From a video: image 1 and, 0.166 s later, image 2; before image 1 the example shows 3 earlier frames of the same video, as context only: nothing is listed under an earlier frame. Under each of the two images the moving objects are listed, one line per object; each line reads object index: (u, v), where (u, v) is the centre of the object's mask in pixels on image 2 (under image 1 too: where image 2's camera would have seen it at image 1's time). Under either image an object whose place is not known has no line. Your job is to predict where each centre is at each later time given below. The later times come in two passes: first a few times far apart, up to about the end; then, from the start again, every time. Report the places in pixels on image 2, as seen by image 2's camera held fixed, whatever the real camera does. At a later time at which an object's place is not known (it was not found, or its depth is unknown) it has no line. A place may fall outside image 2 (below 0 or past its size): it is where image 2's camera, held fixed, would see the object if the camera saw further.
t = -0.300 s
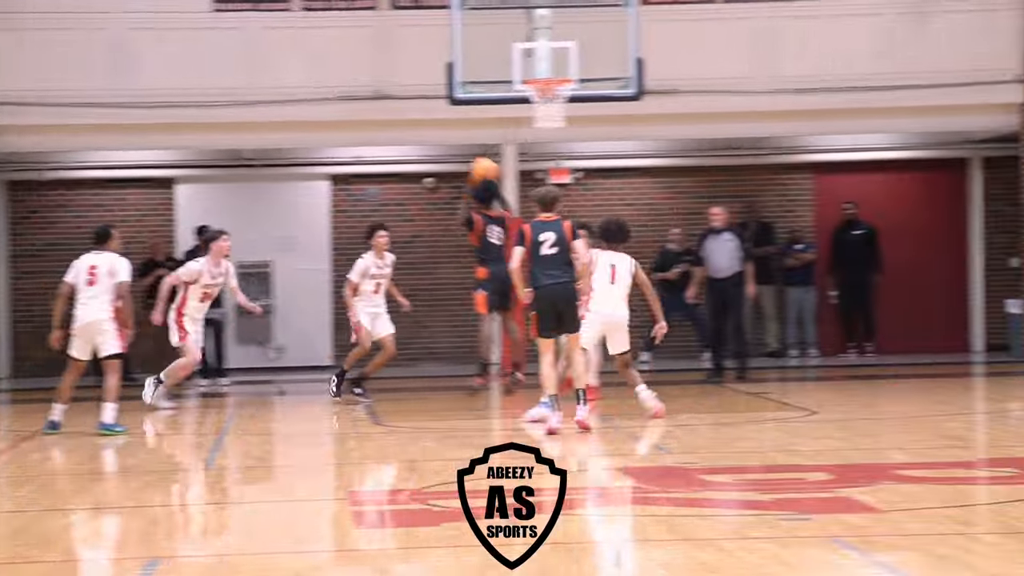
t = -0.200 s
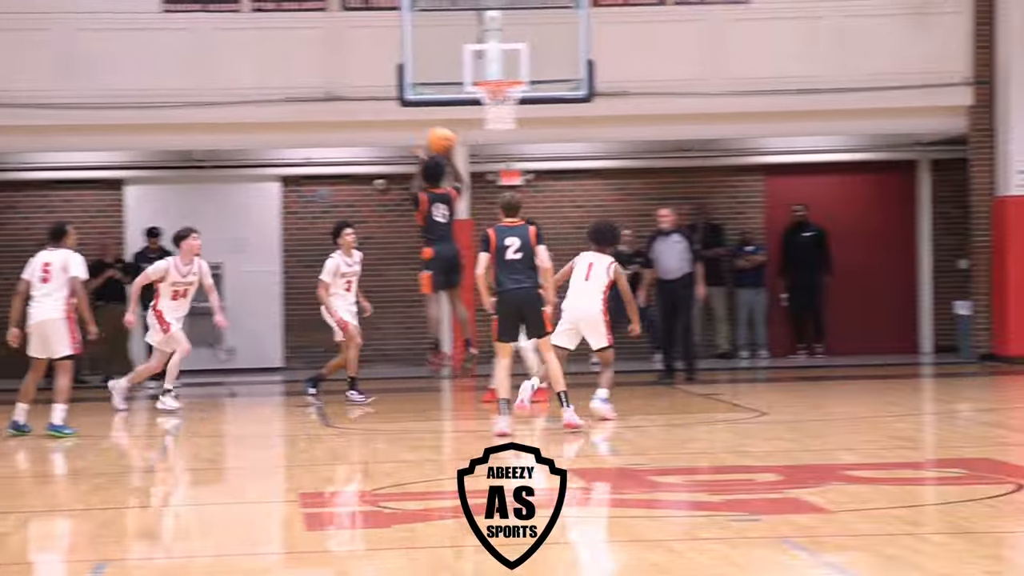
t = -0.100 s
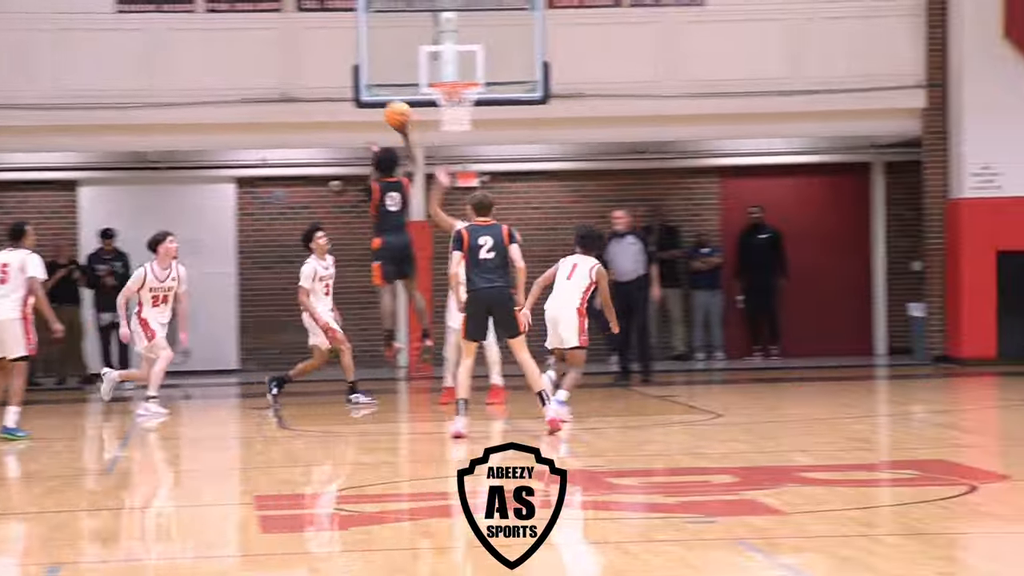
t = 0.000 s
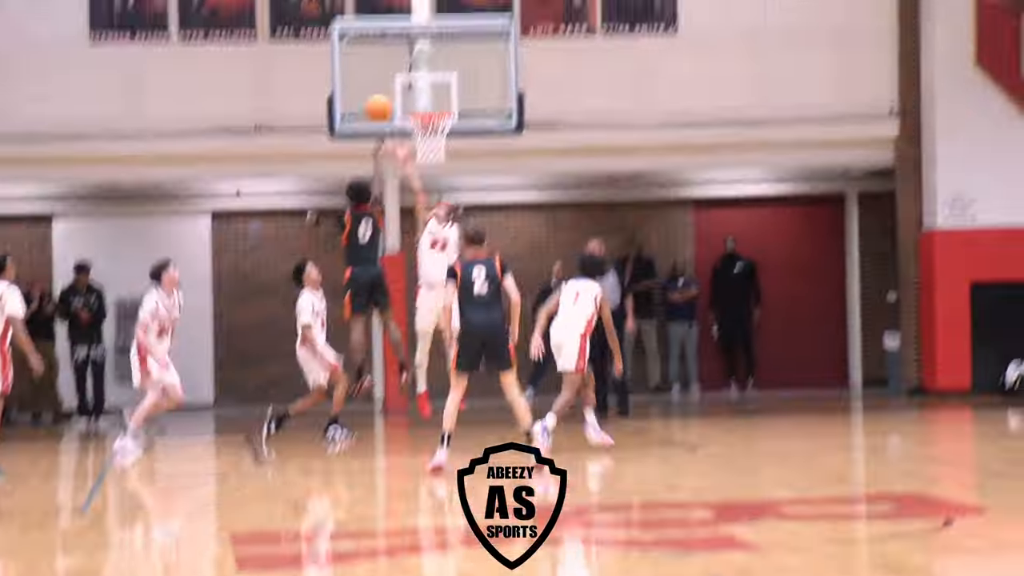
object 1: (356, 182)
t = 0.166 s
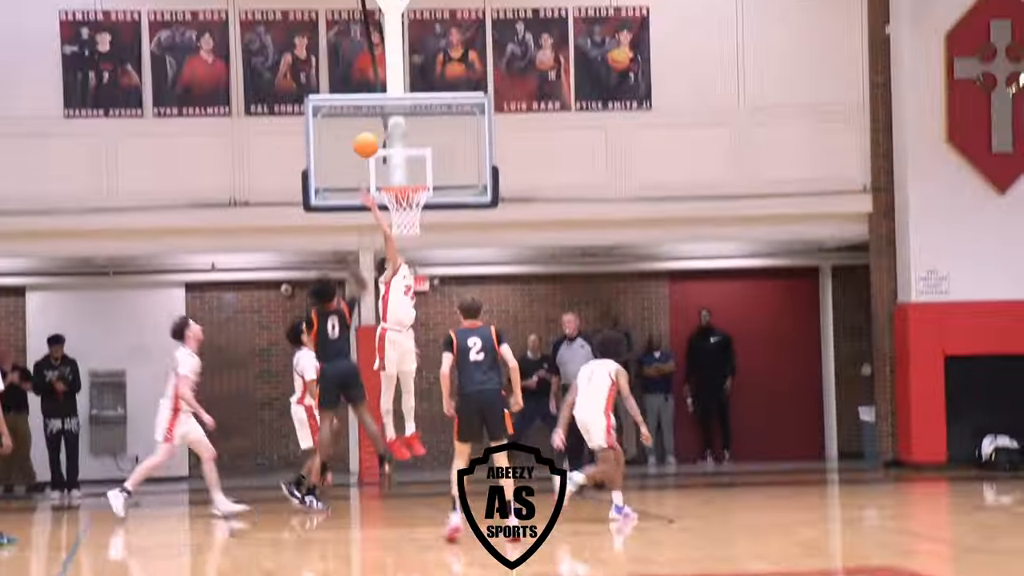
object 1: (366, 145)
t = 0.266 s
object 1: (374, 138)
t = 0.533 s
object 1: (397, 168)
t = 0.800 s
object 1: (411, 219)
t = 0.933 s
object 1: (414, 244)
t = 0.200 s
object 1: (369, 141)
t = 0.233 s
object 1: (371, 139)
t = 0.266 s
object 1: (374, 138)
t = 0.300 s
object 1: (377, 138)
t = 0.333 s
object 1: (379, 139)
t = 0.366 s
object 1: (382, 141)
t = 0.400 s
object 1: (385, 144)
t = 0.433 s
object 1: (388, 148)
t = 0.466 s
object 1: (391, 153)
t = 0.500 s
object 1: (394, 160)
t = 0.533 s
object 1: (397, 168)
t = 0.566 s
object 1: (400, 176)
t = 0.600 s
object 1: (402, 182)
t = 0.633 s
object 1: (404, 198)
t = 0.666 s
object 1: (408, 203)
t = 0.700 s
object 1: (409, 206)
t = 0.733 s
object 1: (410, 211)
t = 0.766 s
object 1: (410, 216)
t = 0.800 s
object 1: (411, 219)
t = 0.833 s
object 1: (412, 223)
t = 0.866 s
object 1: (412, 228)
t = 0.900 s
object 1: (414, 237)
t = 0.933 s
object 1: (414, 244)
